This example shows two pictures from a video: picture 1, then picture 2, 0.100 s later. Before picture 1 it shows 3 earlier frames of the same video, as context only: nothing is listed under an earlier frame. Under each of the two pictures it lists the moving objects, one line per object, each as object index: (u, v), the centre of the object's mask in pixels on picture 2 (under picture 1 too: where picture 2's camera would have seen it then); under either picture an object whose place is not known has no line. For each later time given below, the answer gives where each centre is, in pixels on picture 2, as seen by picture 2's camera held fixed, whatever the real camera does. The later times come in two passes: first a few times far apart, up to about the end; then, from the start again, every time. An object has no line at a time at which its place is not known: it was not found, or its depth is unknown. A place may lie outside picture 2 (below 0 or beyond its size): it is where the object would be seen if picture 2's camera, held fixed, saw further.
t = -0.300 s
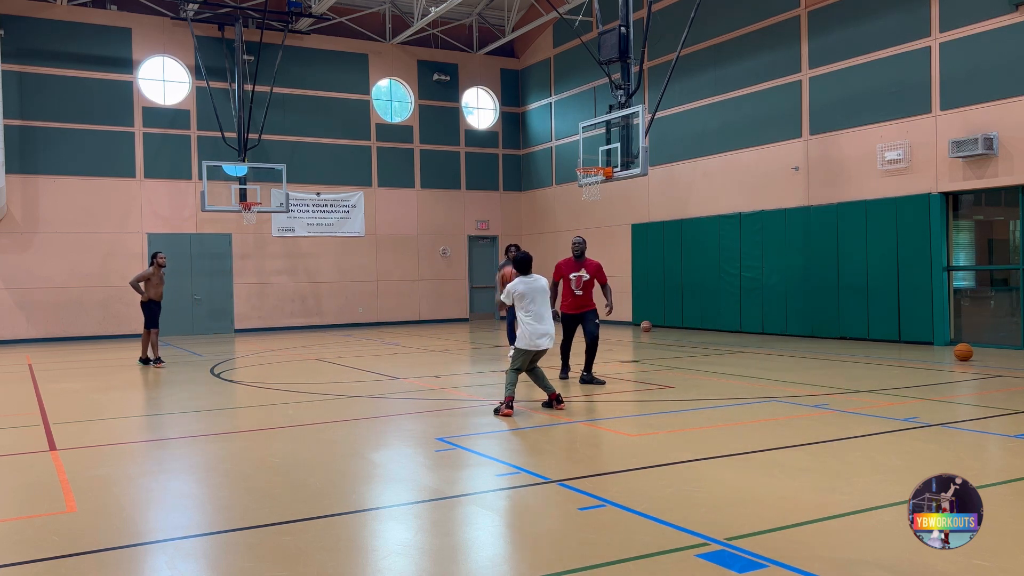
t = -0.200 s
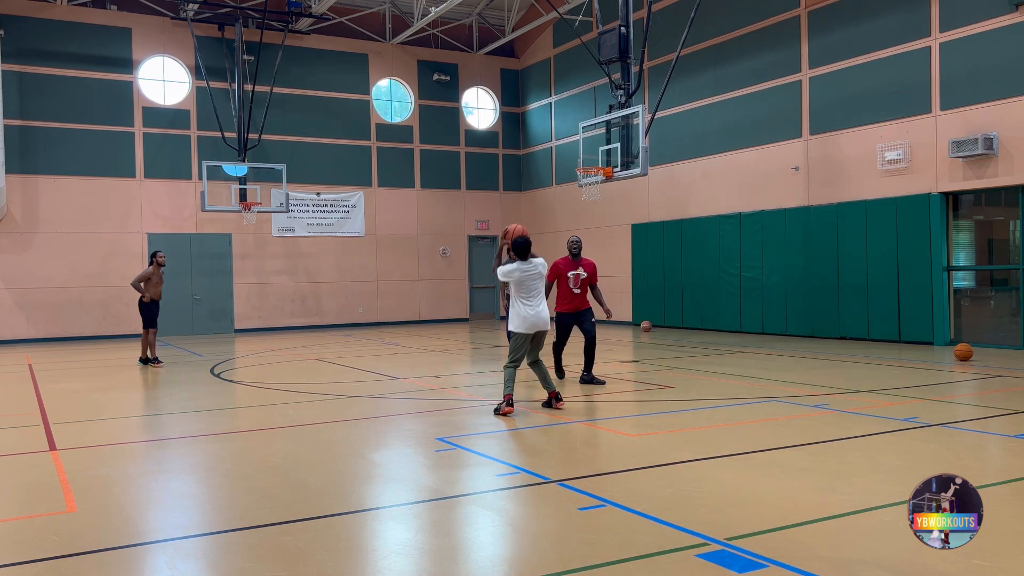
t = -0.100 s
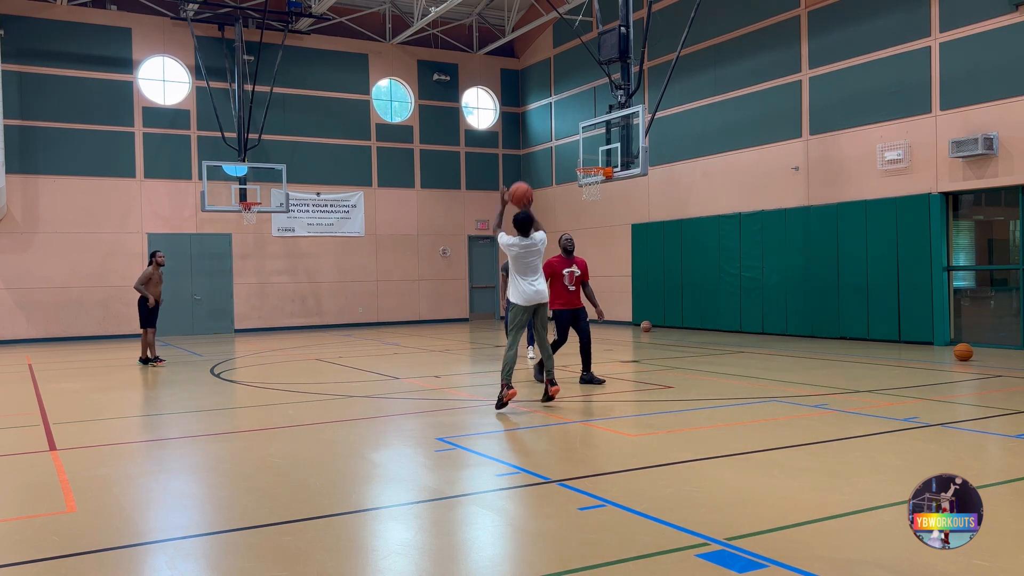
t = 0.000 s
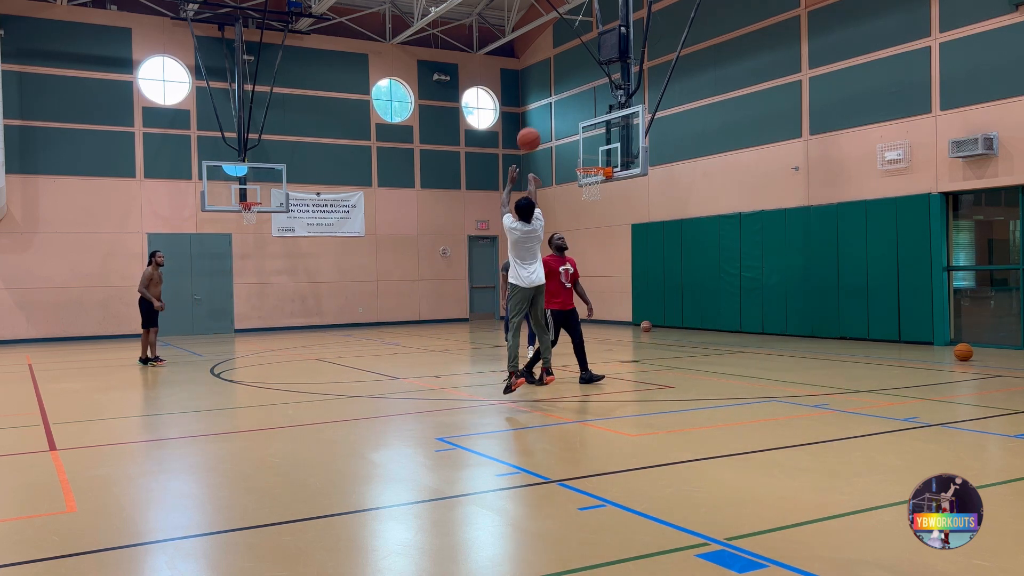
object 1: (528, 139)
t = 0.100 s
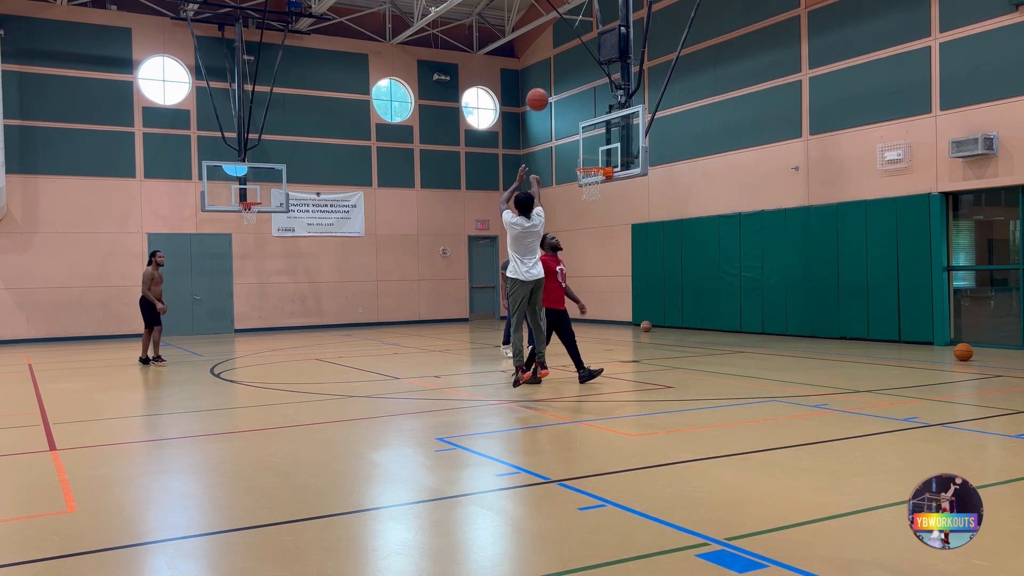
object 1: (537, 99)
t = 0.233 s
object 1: (548, 67)
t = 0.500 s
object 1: (566, 54)
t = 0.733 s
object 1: (579, 83)
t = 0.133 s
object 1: (540, 89)
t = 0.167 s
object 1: (542, 80)
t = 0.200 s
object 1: (545, 73)
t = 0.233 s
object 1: (548, 67)
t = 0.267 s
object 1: (551, 62)
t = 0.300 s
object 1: (553, 58)
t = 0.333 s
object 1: (556, 55)
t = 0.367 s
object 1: (558, 53)
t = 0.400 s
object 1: (560, 52)
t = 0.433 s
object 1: (563, 52)
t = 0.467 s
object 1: (565, 53)
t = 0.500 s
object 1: (566, 54)
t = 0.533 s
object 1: (569, 56)
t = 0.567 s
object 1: (570, 59)
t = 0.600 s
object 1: (572, 63)
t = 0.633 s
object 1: (574, 67)
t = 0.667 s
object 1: (576, 72)
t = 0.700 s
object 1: (578, 77)
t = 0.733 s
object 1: (579, 83)
